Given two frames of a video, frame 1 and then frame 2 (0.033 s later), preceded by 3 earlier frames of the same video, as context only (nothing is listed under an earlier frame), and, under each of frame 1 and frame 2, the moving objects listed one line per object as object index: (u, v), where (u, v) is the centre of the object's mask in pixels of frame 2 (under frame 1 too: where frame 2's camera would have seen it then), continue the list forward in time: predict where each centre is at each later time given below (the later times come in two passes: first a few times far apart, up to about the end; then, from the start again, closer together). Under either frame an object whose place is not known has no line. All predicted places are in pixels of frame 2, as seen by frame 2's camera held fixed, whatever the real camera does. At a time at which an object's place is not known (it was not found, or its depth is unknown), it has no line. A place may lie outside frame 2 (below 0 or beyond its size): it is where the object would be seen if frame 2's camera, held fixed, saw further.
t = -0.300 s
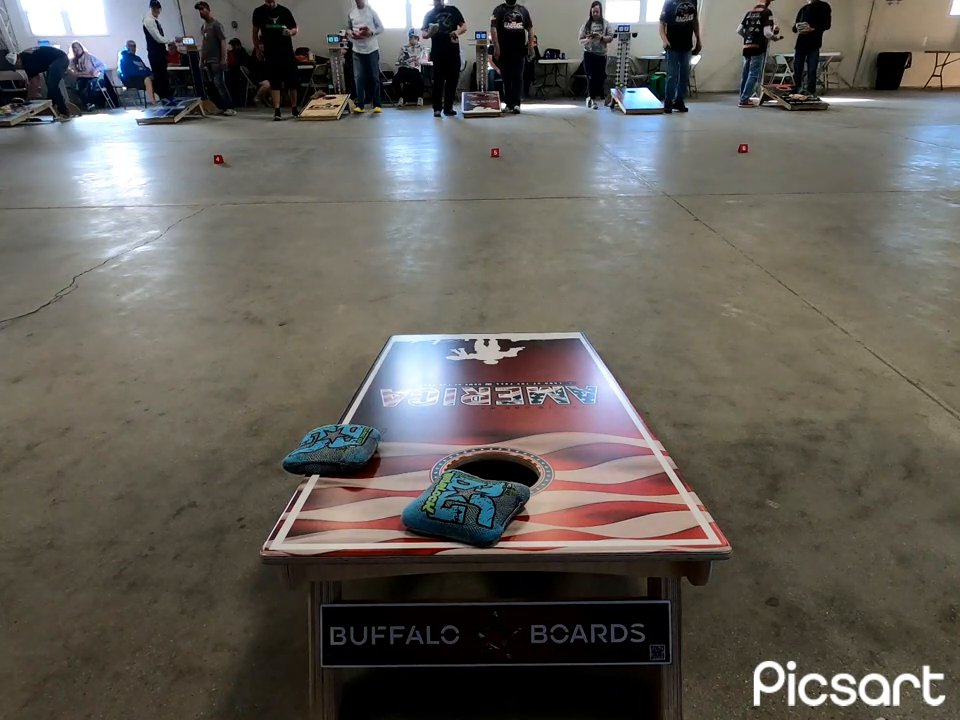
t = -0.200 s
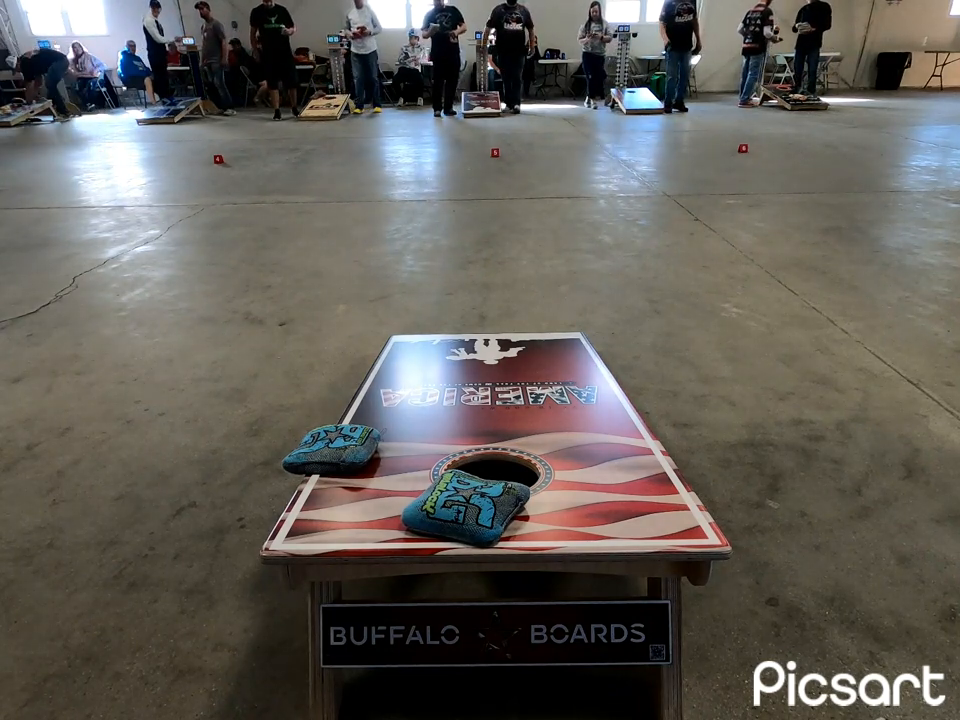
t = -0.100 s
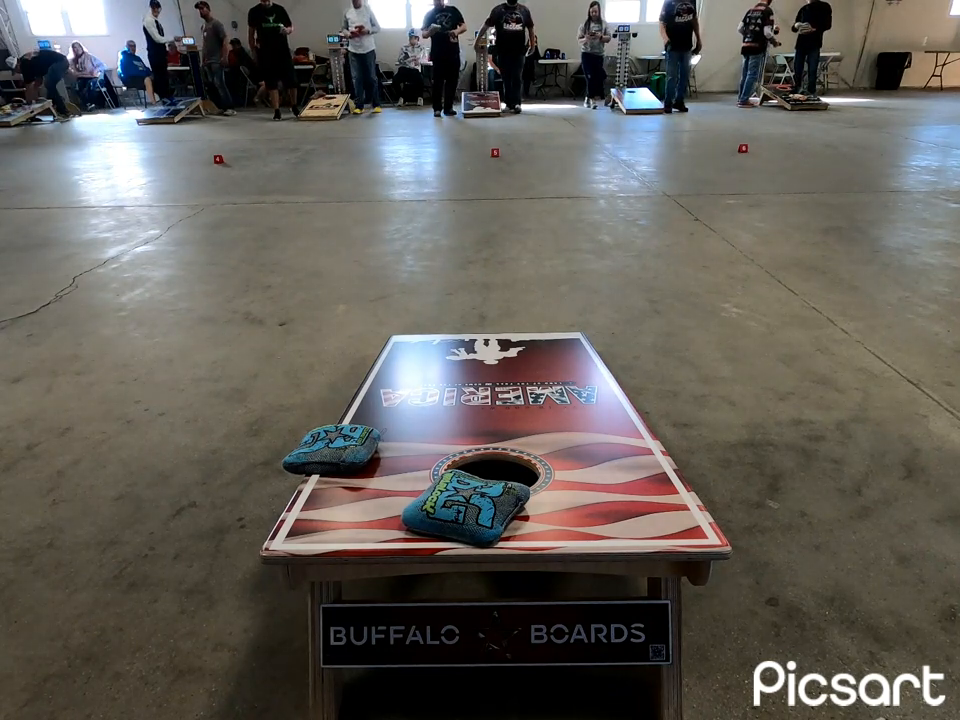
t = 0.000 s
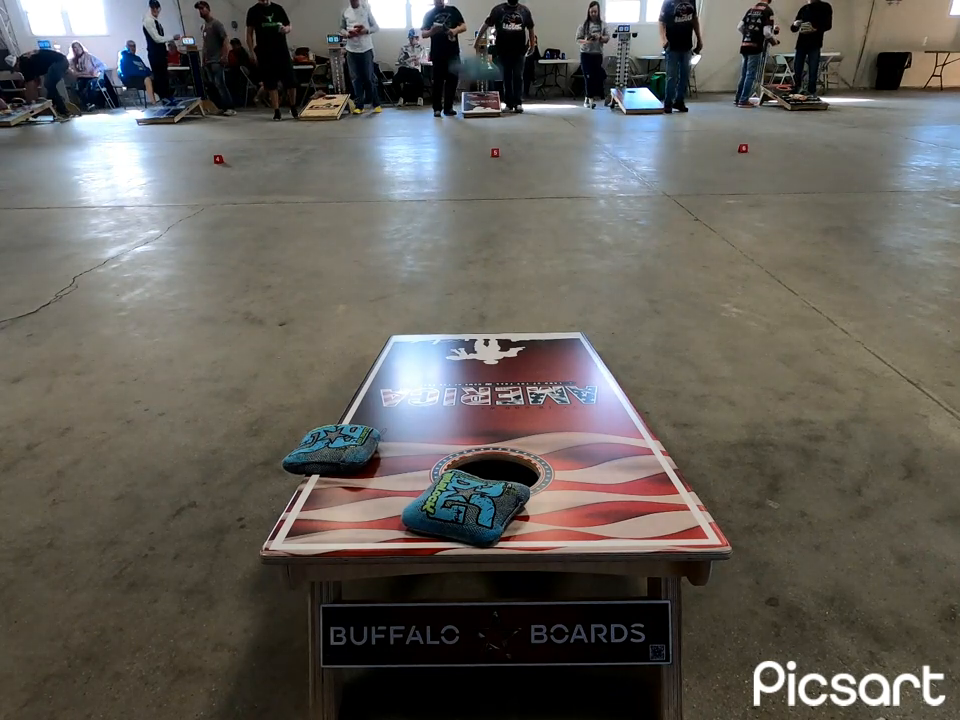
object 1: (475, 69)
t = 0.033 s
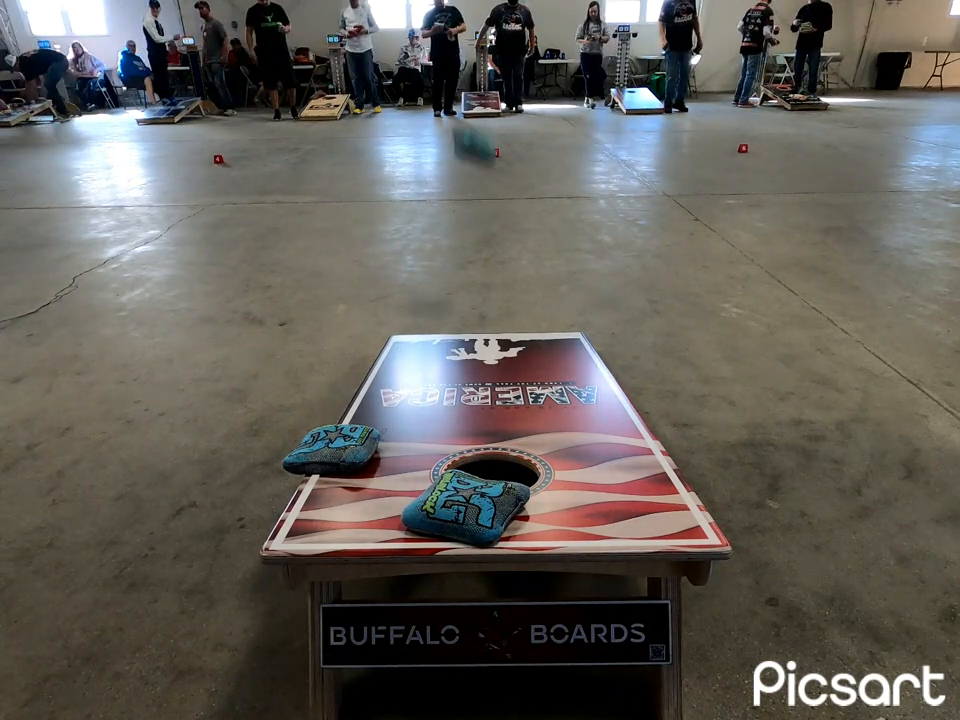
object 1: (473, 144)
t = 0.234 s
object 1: (441, 367)
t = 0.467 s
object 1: (389, 411)
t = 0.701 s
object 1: (383, 417)
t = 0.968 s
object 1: (382, 417)
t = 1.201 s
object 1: (382, 417)
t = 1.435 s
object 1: (382, 417)
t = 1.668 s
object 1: (382, 417)
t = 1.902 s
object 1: (382, 417)
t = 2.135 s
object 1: (382, 417)
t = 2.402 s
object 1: (382, 417)
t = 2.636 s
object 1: (382, 417)
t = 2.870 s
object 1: (382, 417)
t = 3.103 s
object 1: (382, 417)
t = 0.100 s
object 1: (469, 328)
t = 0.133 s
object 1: (464, 344)
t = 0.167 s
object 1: (457, 350)
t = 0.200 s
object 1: (449, 357)
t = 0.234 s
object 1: (441, 367)
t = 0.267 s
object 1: (432, 376)
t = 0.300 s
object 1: (423, 384)
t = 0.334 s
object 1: (415, 391)
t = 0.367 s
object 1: (407, 397)
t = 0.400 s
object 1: (400, 404)
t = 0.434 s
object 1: (393, 408)
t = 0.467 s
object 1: (389, 411)
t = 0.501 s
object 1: (388, 415)
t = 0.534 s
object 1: (384, 415)
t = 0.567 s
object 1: (383, 416)
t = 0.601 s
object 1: (382, 417)
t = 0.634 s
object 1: (382, 417)
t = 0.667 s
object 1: (383, 417)
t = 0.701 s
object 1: (383, 417)
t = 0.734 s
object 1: (383, 417)
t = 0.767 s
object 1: (382, 417)
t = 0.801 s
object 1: (383, 417)
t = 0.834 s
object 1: (383, 417)
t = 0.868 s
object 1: (383, 417)
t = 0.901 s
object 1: (383, 417)
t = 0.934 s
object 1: (382, 417)
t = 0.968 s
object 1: (382, 417)
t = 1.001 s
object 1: (383, 417)
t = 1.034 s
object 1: (383, 417)
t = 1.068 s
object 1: (382, 417)
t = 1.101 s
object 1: (382, 417)
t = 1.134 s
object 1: (382, 417)
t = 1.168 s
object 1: (382, 417)
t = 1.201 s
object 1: (382, 417)
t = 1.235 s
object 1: (382, 417)
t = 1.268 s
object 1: (382, 417)
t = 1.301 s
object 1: (382, 417)
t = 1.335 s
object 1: (382, 417)
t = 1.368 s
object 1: (382, 417)
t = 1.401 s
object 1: (382, 417)
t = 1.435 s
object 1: (382, 417)
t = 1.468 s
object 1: (382, 417)
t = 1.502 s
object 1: (382, 417)
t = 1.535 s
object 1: (382, 417)
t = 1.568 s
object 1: (382, 417)
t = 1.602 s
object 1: (382, 417)
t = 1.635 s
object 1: (382, 417)
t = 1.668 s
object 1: (382, 417)
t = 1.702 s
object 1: (382, 417)
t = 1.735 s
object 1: (382, 417)
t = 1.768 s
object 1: (382, 417)
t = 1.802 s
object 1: (382, 417)
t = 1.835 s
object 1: (382, 417)
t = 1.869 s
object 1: (382, 417)
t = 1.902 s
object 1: (382, 417)
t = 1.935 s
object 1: (382, 417)
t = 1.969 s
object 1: (382, 417)
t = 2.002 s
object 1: (382, 417)
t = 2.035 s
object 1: (382, 417)
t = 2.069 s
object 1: (382, 417)
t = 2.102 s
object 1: (382, 417)
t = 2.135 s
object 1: (382, 417)
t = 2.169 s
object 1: (382, 417)
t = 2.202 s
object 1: (382, 417)
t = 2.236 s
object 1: (382, 417)
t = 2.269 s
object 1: (382, 417)
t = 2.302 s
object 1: (382, 417)
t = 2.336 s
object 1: (382, 417)
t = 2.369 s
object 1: (382, 417)
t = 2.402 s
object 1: (382, 417)
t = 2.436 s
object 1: (382, 417)
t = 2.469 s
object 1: (382, 417)
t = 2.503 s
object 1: (382, 417)
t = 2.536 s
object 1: (382, 417)
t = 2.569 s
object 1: (382, 417)
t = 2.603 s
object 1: (382, 417)
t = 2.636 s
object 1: (382, 417)
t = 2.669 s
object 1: (382, 417)
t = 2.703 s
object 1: (382, 417)
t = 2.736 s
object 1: (382, 417)
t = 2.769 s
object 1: (382, 417)
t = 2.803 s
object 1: (382, 417)
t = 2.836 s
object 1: (382, 417)
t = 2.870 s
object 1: (382, 417)
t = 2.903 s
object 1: (382, 417)
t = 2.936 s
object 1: (382, 417)
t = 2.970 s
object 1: (382, 417)
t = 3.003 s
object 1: (382, 417)
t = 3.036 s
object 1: (382, 417)
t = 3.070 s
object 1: (382, 417)
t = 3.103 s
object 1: (382, 417)
